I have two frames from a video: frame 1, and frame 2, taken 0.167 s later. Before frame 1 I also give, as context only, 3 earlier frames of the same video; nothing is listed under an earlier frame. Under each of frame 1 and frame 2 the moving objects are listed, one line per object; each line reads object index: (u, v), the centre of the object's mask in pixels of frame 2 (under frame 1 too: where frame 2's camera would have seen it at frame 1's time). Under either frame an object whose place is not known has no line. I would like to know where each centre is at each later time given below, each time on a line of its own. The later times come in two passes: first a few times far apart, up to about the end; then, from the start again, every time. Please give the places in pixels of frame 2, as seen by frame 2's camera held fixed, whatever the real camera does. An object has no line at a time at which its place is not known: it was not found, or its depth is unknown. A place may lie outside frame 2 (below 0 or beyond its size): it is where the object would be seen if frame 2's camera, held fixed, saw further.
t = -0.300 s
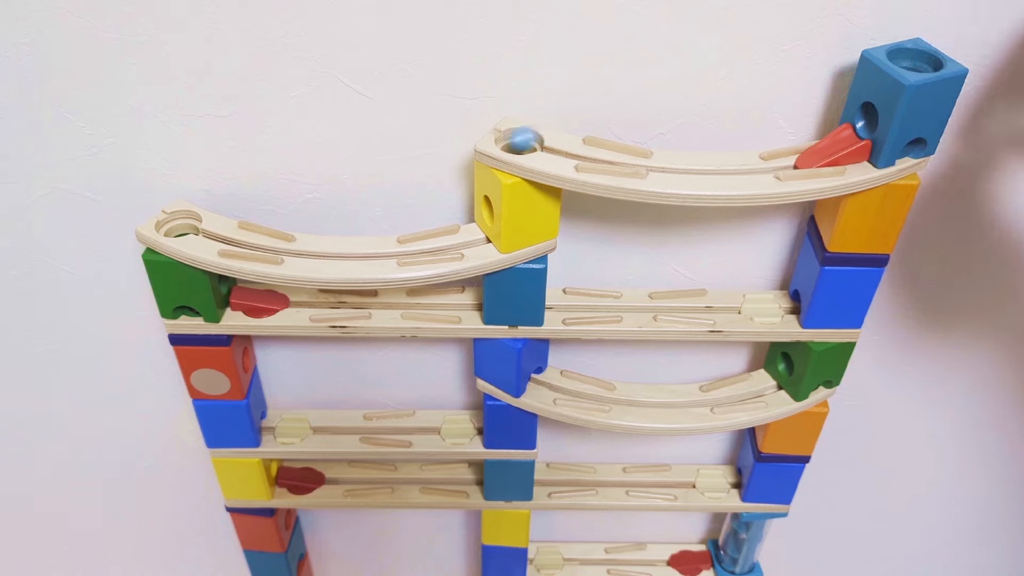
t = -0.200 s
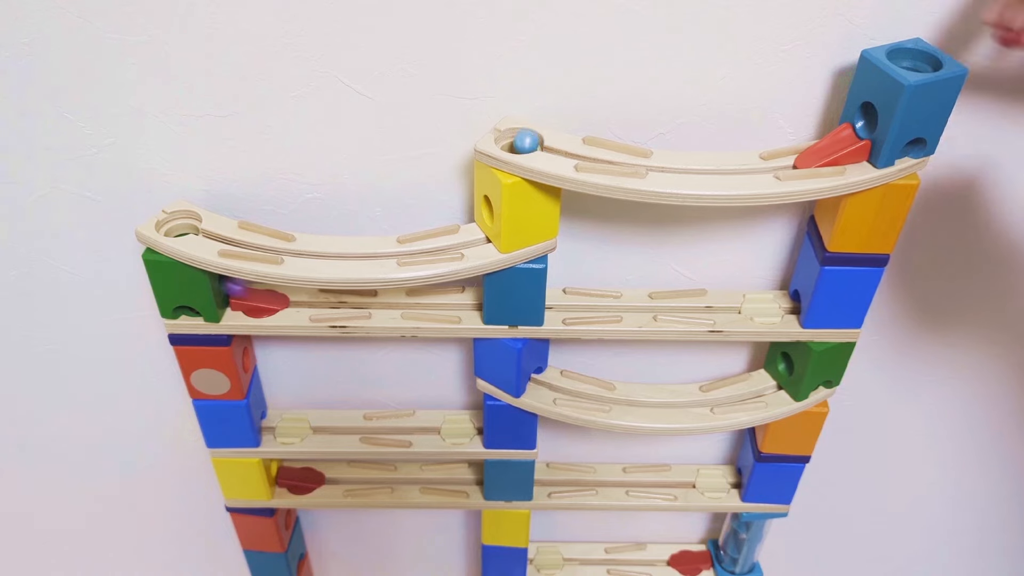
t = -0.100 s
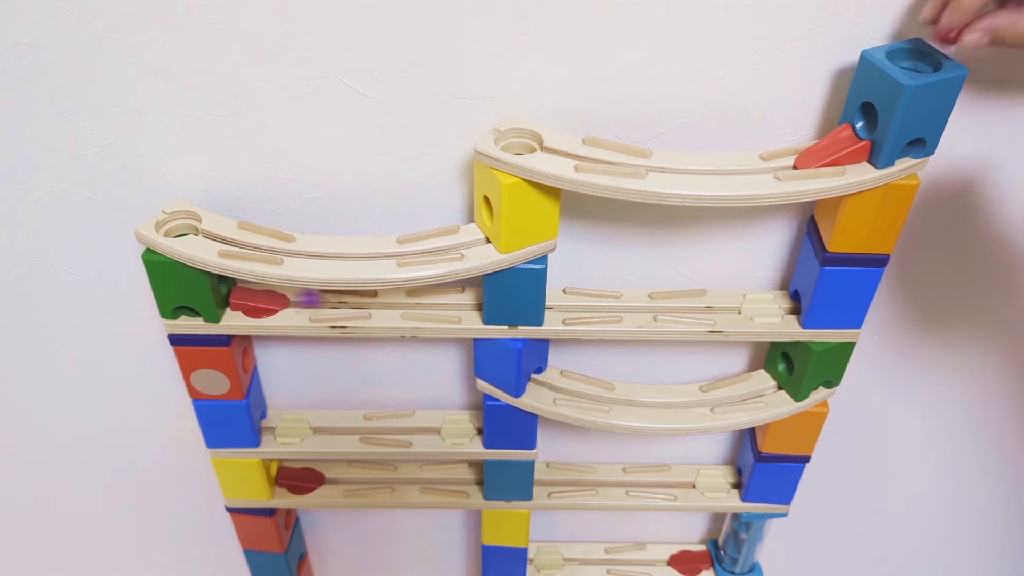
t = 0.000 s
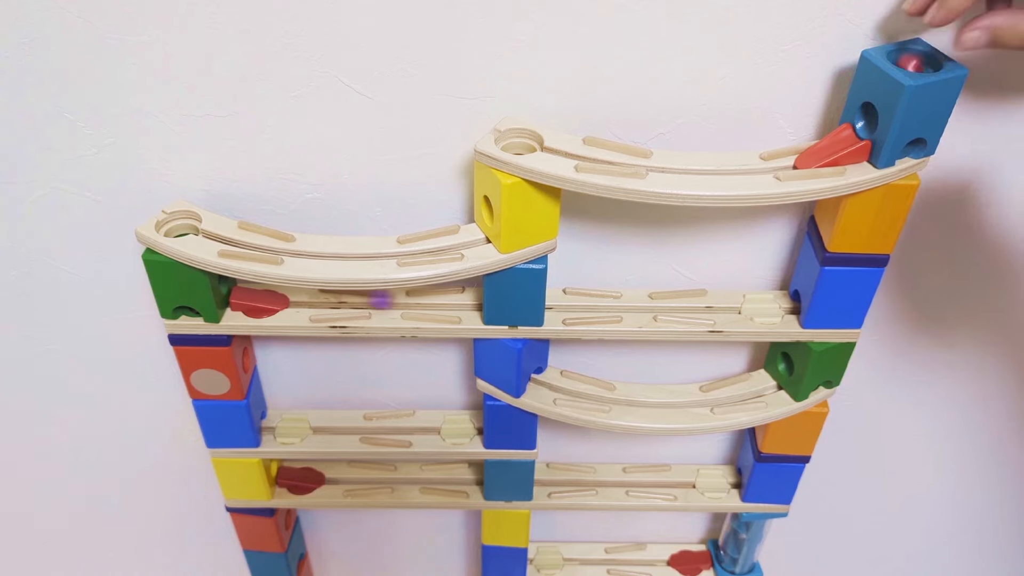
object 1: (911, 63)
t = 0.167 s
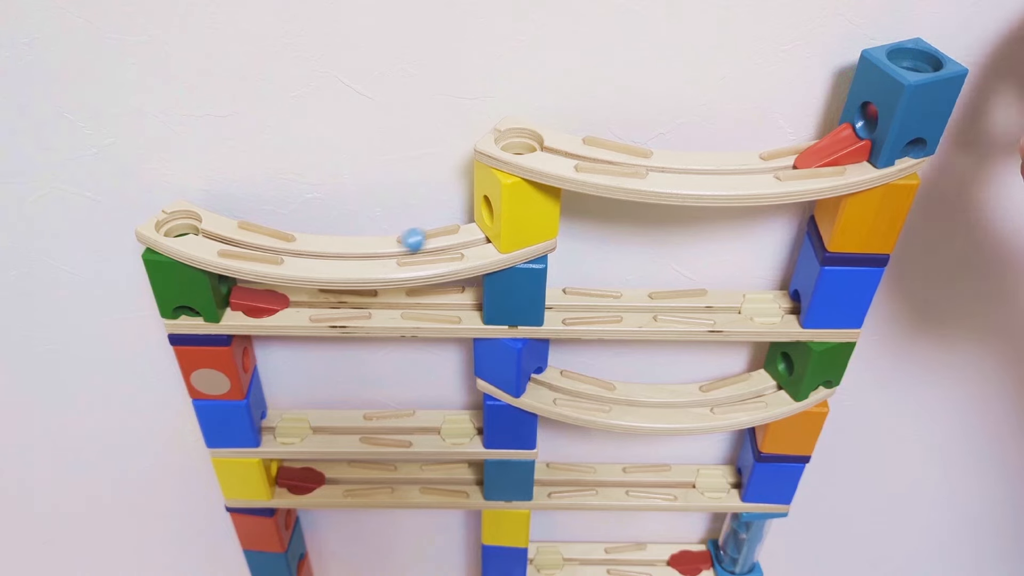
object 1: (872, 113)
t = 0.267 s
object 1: (828, 144)
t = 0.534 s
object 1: (620, 157)
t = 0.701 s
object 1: (516, 146)
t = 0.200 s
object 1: (865, 121)
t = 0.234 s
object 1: (849, 131)
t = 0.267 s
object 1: (828, 144)
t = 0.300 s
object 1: (802, 155)
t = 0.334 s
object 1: (772, 161)
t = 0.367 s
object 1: (747, 163)
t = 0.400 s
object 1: (722, 163)
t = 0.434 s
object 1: (696, 162)
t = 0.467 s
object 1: (671, 161)
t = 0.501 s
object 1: (645, 157)
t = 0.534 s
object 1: (620, 157)
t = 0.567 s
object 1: (597, 152)
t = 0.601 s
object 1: (574, 147)
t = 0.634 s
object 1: (551, 142)
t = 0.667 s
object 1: (531, 138)
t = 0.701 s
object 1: (516, 146)
